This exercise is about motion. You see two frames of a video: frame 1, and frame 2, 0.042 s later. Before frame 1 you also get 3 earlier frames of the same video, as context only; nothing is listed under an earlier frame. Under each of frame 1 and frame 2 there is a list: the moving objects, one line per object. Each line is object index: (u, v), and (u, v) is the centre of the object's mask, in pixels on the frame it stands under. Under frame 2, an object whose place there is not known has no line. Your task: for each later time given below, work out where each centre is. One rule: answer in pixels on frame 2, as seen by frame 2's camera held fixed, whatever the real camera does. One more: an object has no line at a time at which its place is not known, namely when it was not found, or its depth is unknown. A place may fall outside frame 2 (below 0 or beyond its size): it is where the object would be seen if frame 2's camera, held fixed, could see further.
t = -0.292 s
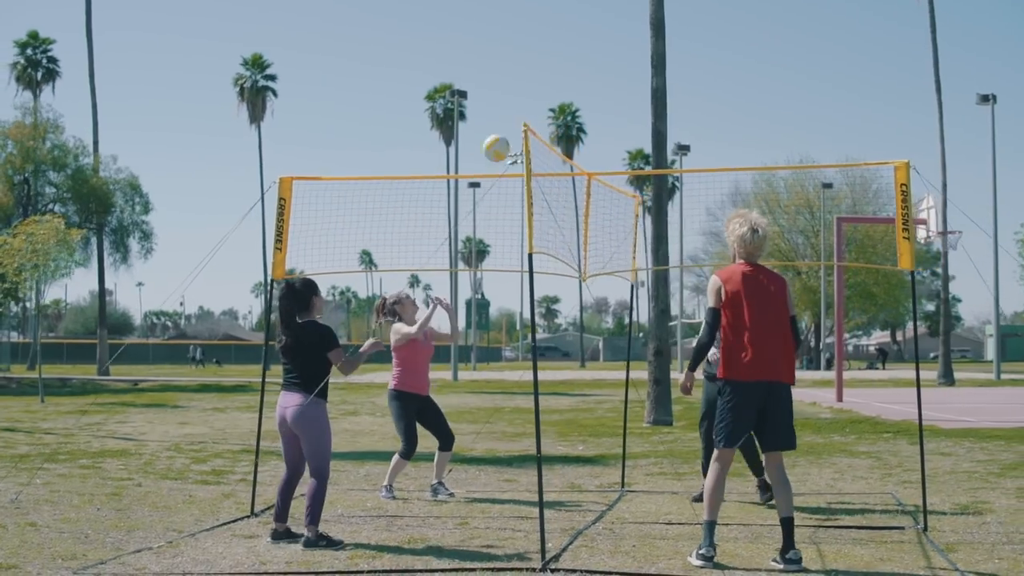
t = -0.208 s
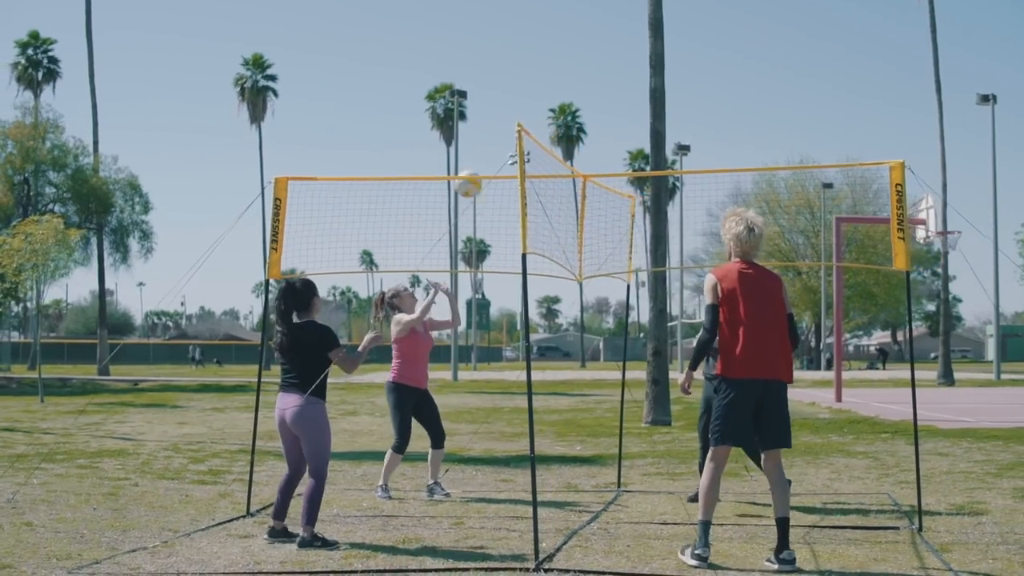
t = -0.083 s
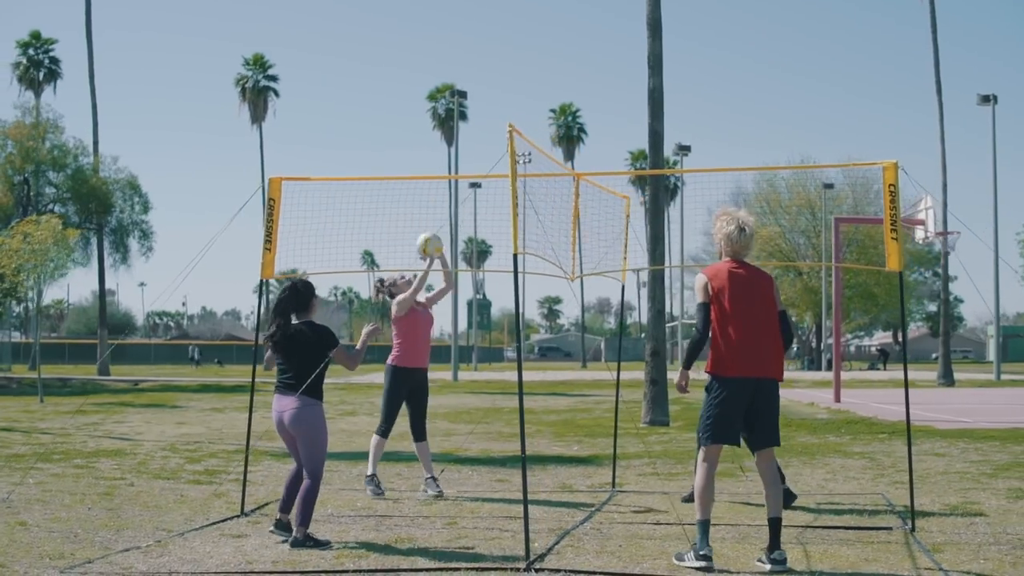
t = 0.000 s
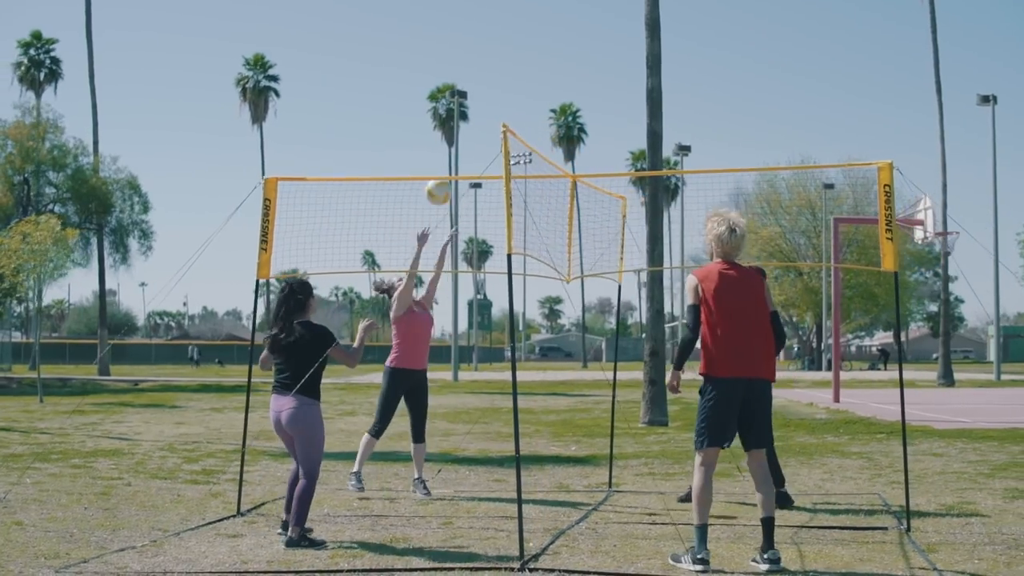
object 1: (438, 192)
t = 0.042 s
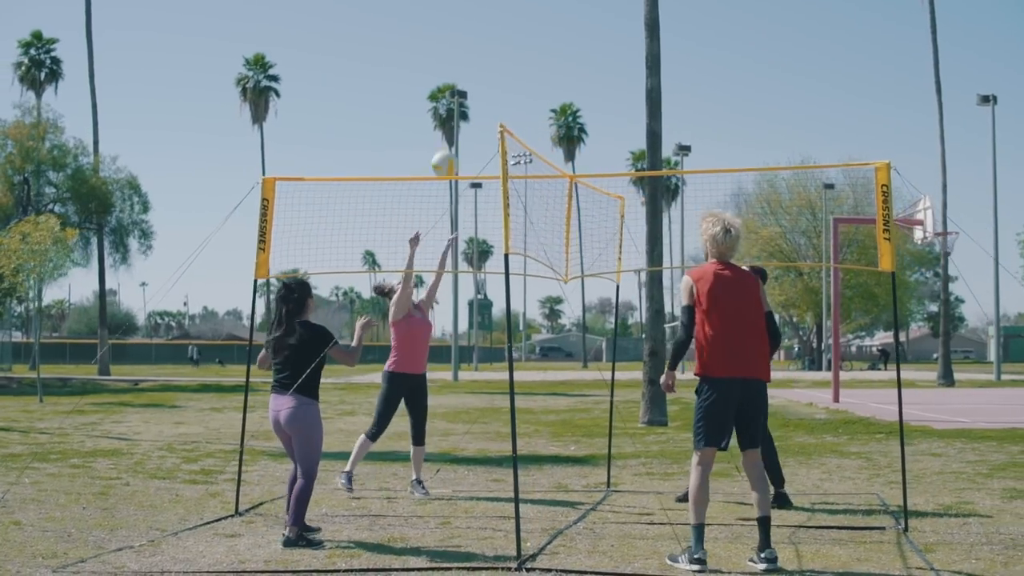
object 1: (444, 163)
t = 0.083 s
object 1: (455, 139)
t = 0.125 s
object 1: (466, 117)
